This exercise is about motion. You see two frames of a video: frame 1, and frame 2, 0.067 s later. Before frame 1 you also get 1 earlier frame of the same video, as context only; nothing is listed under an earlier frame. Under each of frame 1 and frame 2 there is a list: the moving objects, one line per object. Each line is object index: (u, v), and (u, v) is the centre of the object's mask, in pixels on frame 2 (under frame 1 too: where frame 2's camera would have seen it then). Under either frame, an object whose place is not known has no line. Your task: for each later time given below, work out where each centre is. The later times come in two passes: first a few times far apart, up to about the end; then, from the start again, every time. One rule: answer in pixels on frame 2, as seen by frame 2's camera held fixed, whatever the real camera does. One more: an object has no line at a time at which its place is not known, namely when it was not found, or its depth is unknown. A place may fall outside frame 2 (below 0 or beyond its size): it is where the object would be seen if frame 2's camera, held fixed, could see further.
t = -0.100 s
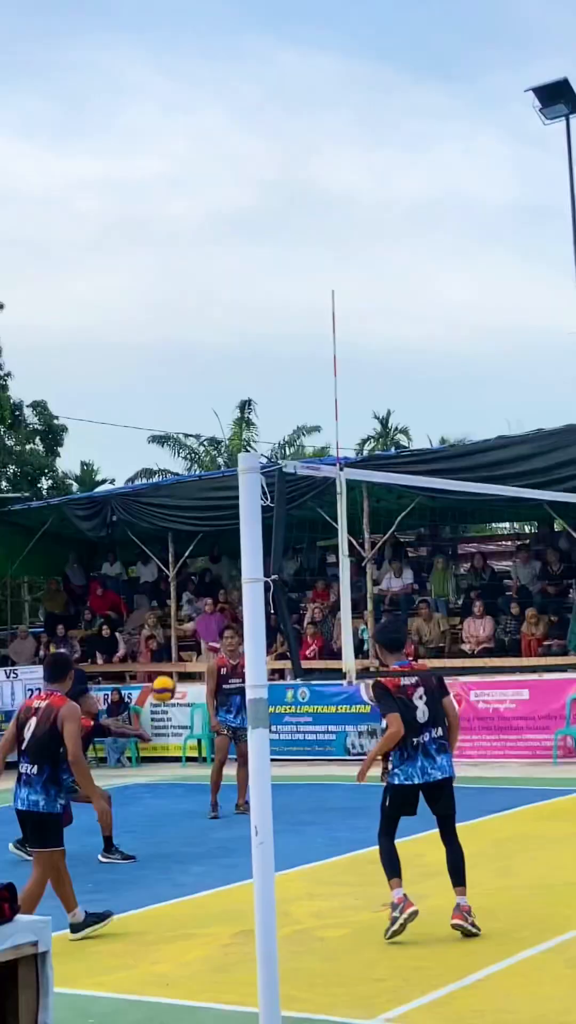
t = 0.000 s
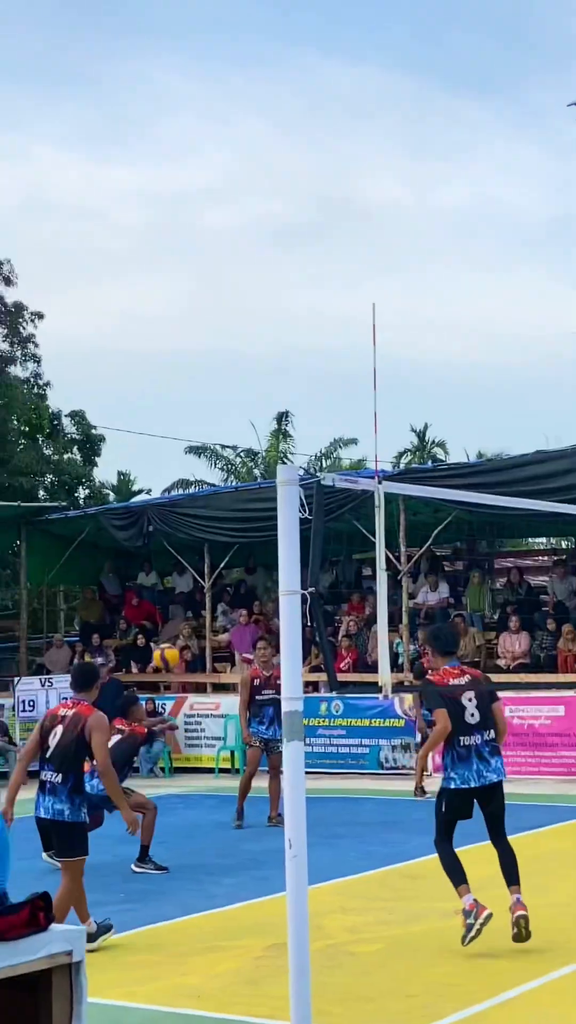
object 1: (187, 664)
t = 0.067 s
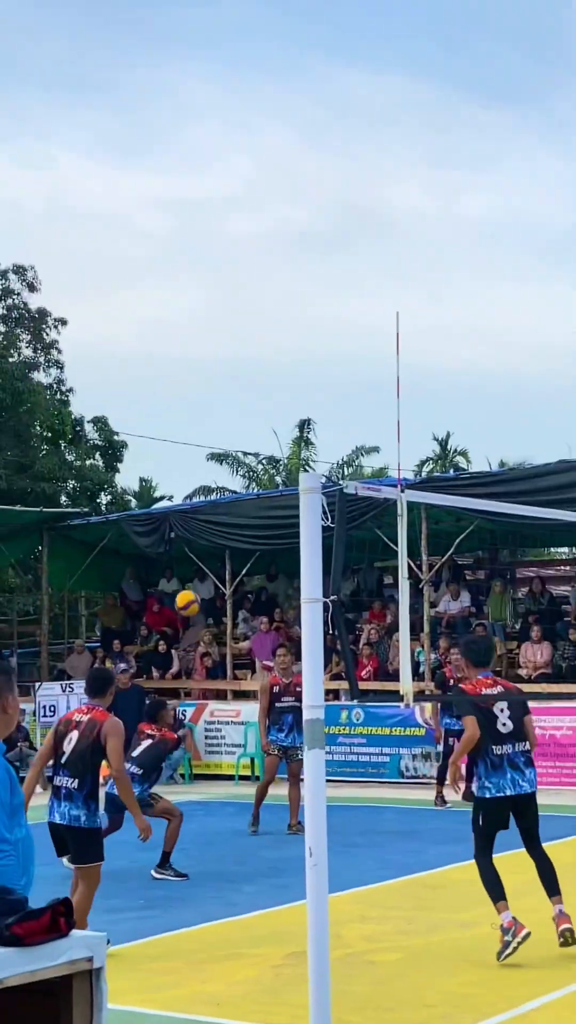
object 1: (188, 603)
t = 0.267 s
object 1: (188, 458)
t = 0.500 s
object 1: (187, 357)
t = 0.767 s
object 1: (186, 319)
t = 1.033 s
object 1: (187, 356)
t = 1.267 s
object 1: (191, 448)
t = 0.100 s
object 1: (188, 575)
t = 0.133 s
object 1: (188, 549)
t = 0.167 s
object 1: (188, 522)
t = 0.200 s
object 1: (188, 500)
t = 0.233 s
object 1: (188, 479)
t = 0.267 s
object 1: (188, 458)
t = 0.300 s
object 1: (187, 440)
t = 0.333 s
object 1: (187, 423)
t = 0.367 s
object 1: (187, 407)
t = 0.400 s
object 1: (187, 393)
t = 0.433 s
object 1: (187, 380)
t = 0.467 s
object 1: (187, 368)
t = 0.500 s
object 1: (187, 357)
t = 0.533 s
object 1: (186, 348)
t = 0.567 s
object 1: (186, 340)
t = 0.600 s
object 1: (186, 334)
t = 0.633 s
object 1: (186, 328)
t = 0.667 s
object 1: (186, 324)
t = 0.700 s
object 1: (186, 321)
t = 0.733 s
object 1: (186, 319)
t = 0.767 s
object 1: (186, 319)
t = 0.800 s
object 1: (186, 319)
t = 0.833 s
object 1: (186, 321)
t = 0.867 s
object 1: (186, 324)
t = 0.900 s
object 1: (186, 328)
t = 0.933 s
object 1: (186, 333)
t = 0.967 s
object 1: (186, 340)
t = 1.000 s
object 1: (187, 347)
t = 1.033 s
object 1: (187, 356)
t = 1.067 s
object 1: (187, 366)
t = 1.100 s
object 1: (188, 377)
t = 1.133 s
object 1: (188, 389)
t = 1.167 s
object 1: (188, 402)
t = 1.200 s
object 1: (189, 416)
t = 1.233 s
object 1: (190, 432)
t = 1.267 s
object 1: (191, 448)
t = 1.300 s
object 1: (192, 466)
